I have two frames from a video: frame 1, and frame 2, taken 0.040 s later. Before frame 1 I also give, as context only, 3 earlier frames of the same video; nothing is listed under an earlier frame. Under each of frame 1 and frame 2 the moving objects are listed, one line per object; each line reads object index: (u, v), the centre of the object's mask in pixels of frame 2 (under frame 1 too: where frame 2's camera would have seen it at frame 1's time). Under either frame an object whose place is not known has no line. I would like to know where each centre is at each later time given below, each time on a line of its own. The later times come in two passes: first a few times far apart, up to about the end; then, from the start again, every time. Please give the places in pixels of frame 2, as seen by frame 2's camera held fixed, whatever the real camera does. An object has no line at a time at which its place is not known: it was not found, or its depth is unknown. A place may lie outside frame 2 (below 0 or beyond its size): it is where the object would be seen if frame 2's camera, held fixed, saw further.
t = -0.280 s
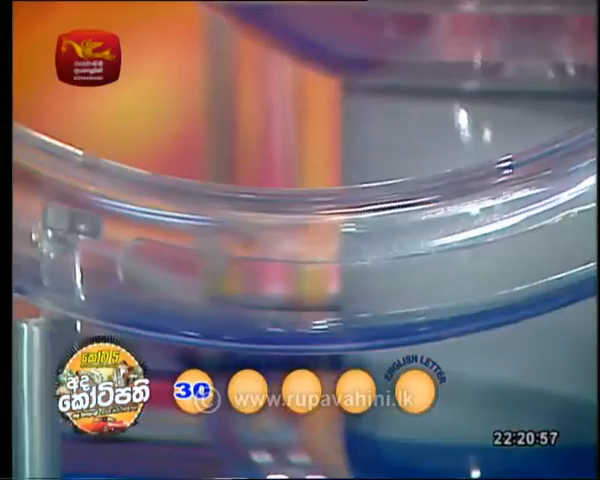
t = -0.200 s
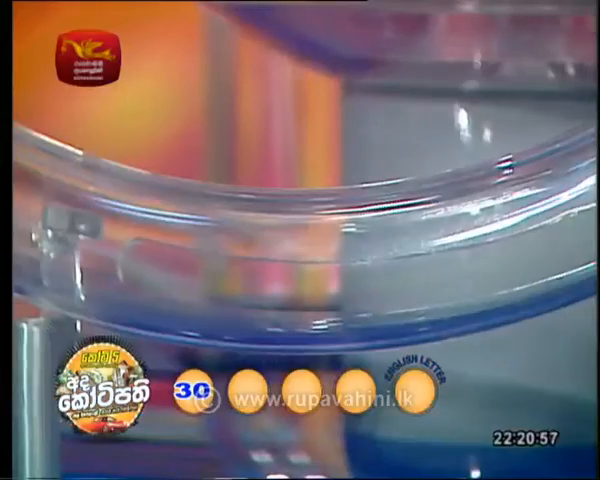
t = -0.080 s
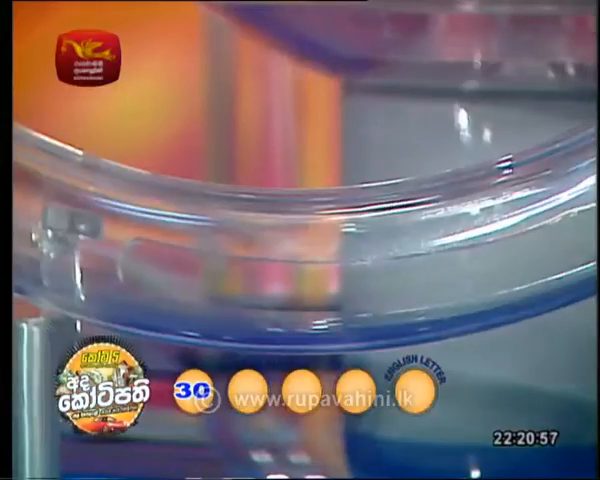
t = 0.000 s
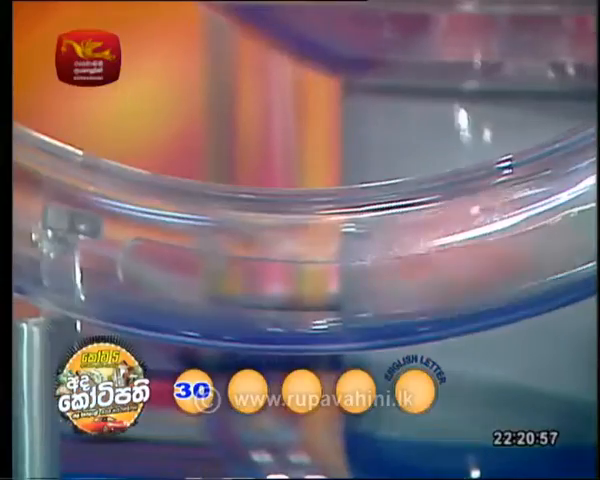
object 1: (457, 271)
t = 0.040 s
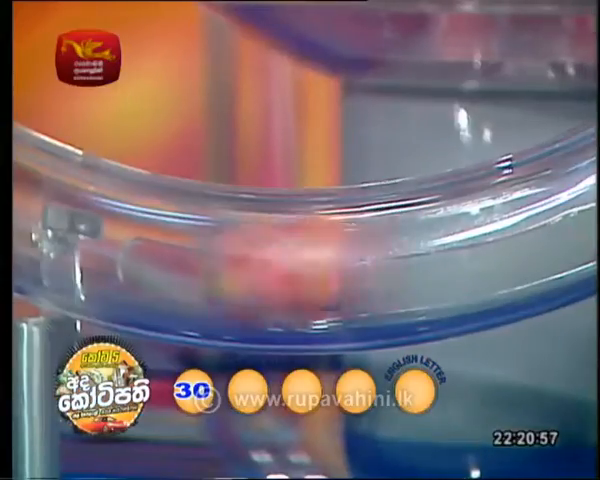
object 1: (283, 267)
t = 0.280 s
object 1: (131, 261)
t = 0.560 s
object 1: (269, 276)
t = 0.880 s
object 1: (369, 271)
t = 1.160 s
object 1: (298, 272)
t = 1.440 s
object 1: (203, 268)
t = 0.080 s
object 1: (164, 262)
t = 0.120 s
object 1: (63, 230)
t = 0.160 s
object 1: (70, 237)
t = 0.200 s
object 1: (98, 248)
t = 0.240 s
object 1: (114, 255)
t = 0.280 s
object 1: (131, 261)
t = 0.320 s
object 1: (149, 264)
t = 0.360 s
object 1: (168, 268)
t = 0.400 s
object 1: (184, 270)
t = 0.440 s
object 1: (203, 271)
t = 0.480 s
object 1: (228, 272)
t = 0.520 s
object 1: (247, 274)
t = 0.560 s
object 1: (269, 276)
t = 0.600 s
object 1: (289, 277)
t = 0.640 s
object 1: (306, 276)
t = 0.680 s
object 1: (323, 275)
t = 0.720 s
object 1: (340, 274)
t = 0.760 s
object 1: (350, 274)
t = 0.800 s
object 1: (360, 273)
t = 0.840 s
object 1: (366, 272)
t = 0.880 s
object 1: (369, 271)
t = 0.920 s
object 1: (368, 270)
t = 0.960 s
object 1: (363, 271)
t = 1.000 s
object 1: (352, 273)
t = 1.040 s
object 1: (342, 274)
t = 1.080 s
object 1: (330, 274)
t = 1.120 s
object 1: (314, 273)
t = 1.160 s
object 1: (298, 272)
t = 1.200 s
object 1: (282, 274)
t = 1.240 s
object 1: (265, 275)
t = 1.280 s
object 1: (249, 273)
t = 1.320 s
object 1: (235, 271)
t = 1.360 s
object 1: (221, 271)
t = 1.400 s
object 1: (211, 269)
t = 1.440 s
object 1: (203, 268)
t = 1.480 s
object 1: (194, 269)
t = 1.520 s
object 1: (190, 268)
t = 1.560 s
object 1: (189, 268)
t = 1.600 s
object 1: (188, 269)
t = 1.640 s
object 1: (191, 269)
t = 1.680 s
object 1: (197, 270)
